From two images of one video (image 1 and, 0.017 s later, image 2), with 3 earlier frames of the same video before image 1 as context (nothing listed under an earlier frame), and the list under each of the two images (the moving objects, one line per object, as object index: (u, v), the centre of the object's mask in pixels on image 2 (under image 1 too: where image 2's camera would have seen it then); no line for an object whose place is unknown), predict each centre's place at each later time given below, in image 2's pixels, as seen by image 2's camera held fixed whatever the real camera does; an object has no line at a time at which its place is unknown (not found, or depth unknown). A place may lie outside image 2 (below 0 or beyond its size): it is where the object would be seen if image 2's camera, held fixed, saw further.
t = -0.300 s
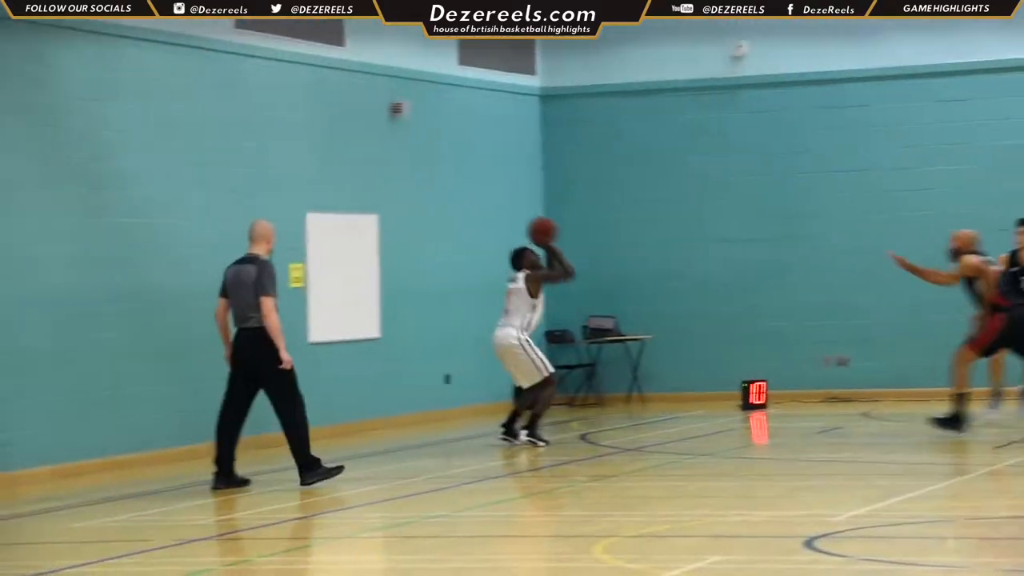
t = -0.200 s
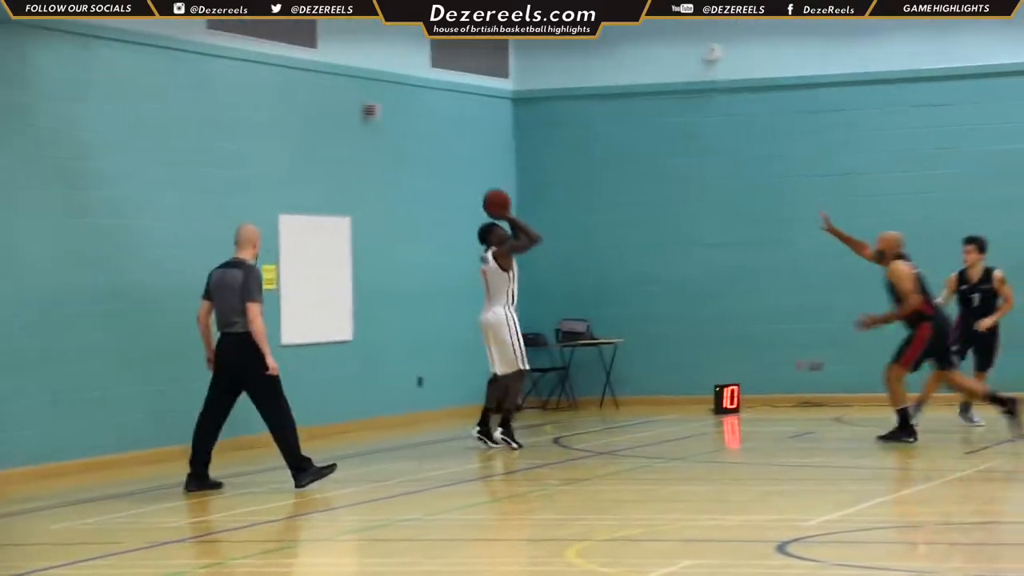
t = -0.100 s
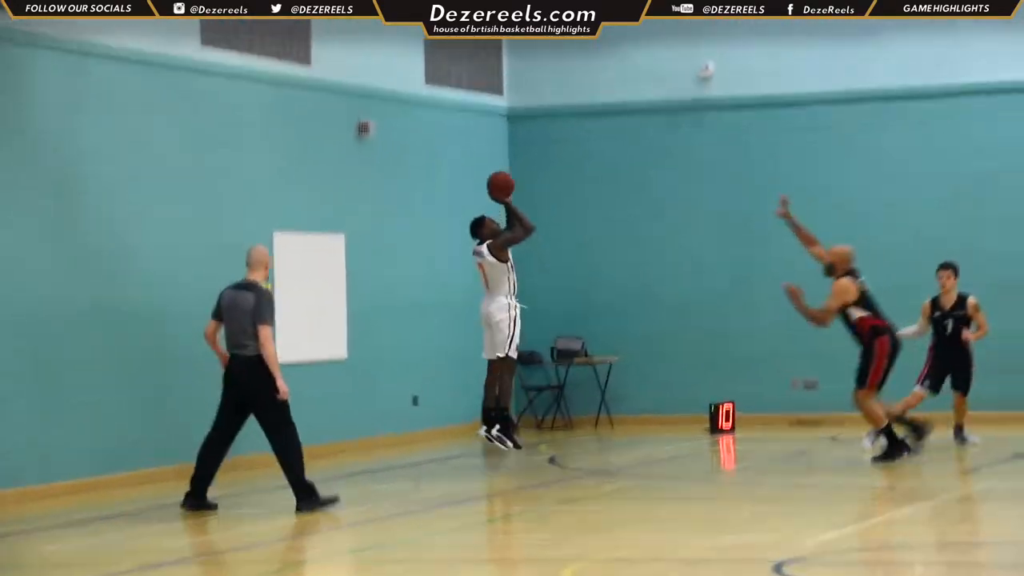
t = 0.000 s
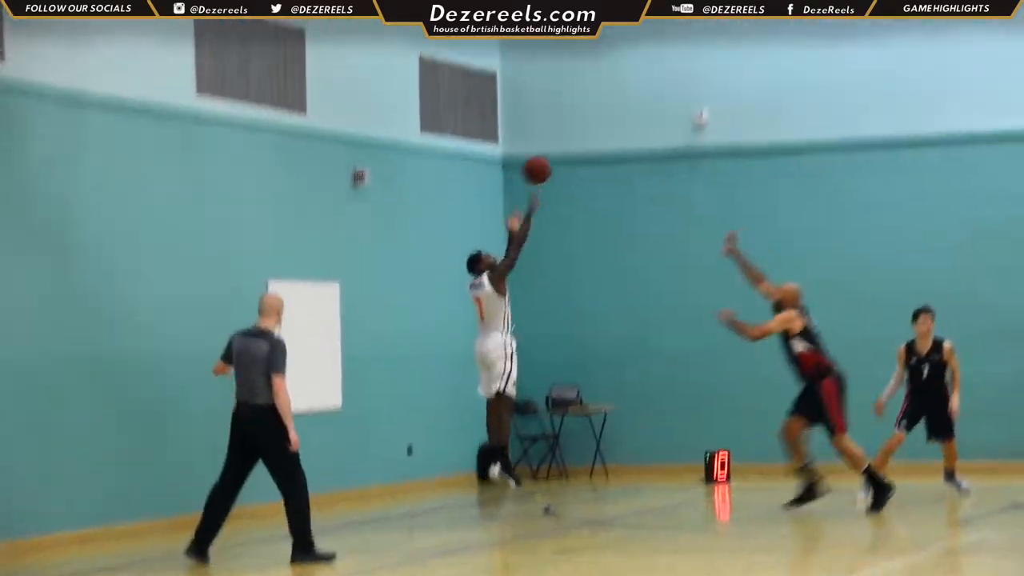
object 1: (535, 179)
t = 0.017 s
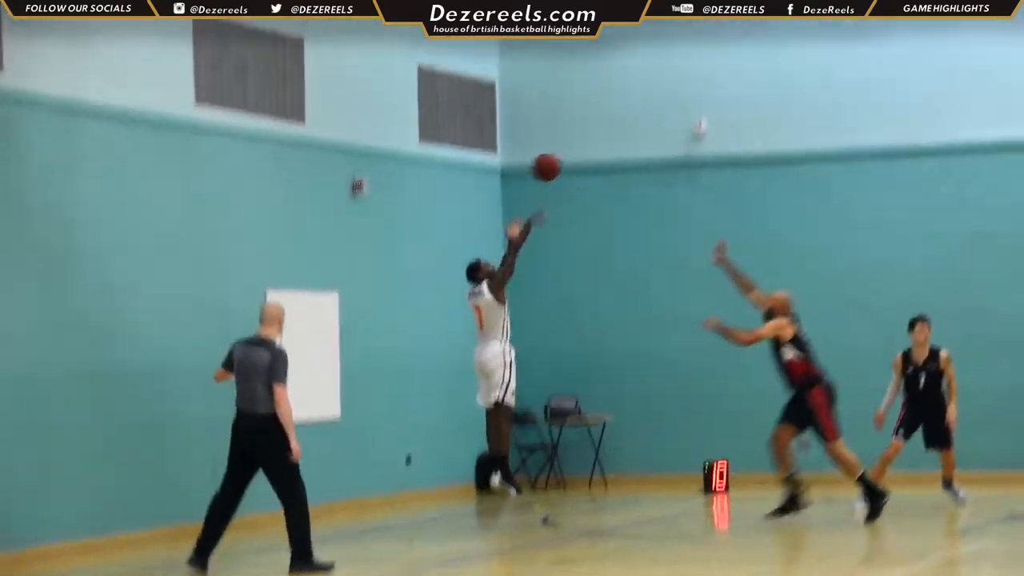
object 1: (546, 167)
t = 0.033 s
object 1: (557, 154)
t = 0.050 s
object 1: (568, 143)
